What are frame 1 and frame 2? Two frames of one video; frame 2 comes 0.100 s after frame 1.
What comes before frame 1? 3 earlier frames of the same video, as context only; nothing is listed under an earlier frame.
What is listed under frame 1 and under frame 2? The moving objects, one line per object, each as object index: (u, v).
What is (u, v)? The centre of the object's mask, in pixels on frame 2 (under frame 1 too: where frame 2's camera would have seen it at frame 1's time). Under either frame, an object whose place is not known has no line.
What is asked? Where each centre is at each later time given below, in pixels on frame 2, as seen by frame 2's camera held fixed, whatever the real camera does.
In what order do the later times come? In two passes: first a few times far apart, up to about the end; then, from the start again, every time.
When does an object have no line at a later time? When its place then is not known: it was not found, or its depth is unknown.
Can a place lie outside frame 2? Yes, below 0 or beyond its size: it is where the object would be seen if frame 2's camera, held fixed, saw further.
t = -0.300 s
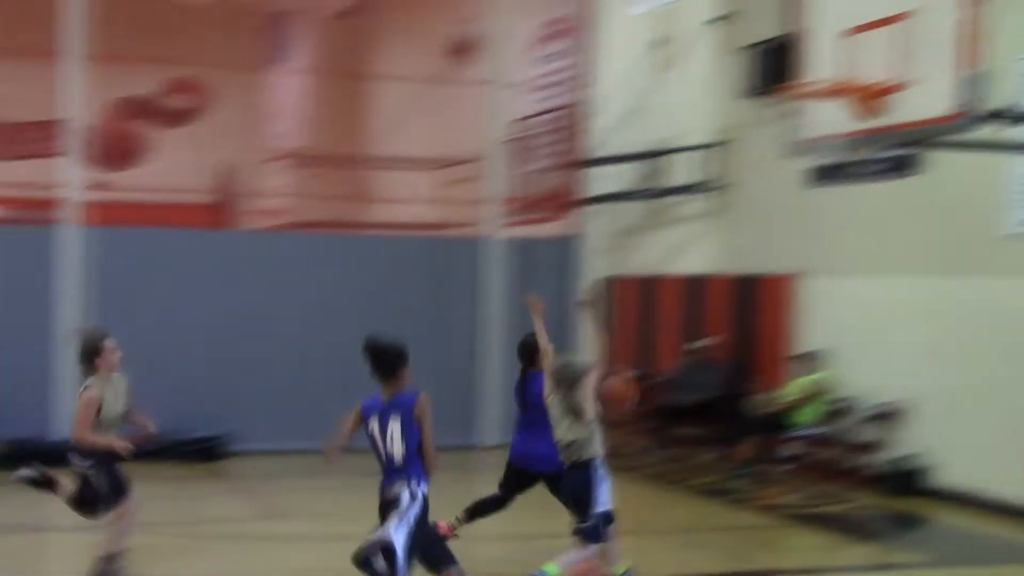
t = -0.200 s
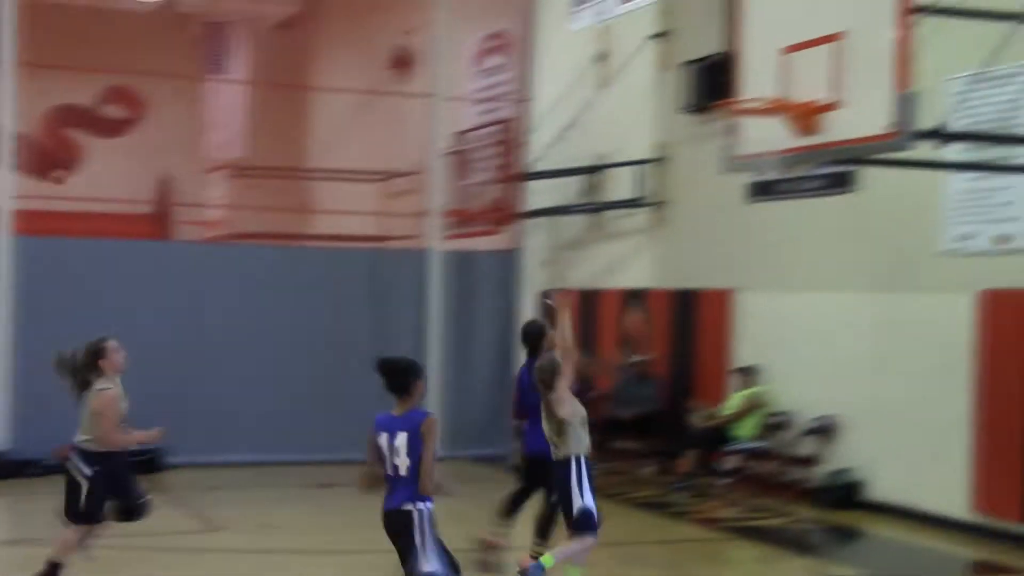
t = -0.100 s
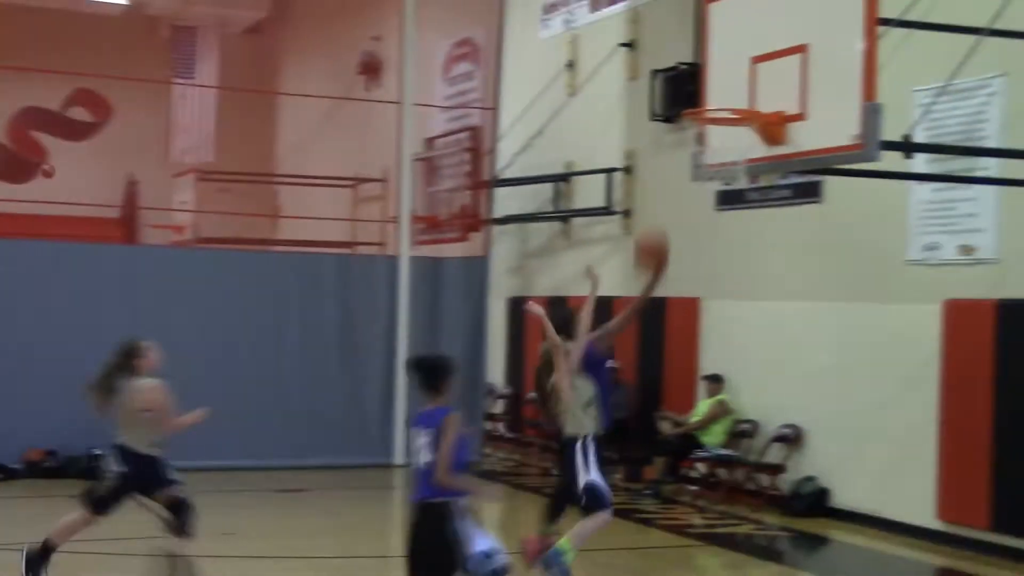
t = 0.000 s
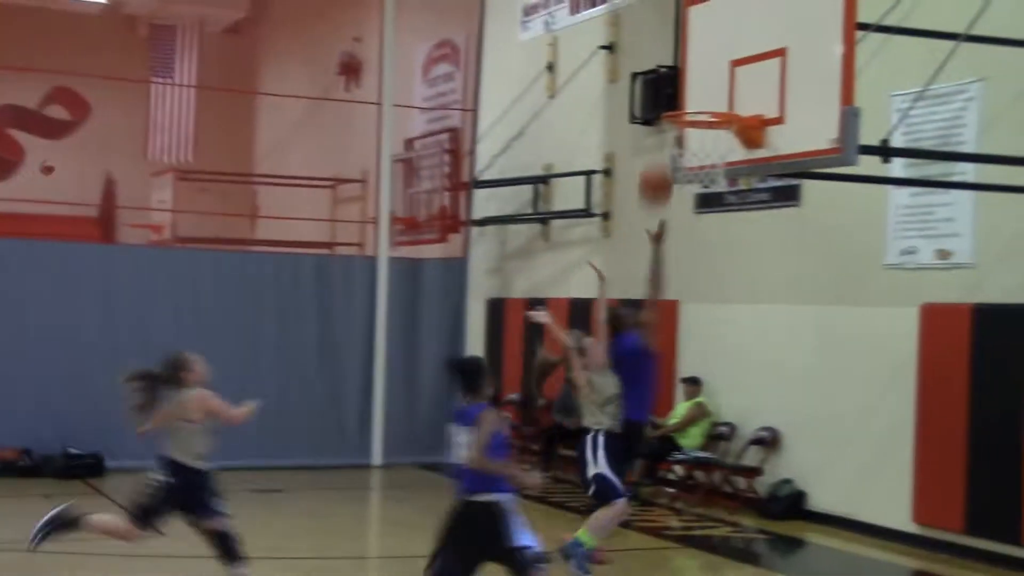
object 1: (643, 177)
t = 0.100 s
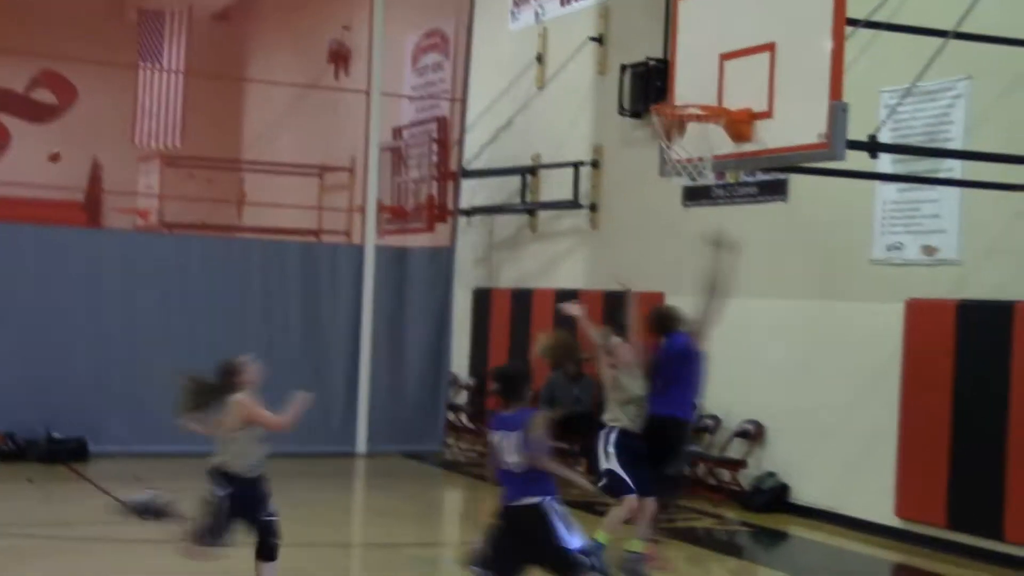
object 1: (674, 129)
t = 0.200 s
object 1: (697, 82)
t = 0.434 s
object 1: (681, 59)
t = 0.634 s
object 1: (671, 91)
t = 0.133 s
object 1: (686, 97)
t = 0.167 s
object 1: (689, 91)
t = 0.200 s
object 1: (697, 82)
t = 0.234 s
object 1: (696, 74)
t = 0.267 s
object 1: (694, 67)
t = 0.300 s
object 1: (691, 62)
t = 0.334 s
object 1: (689, 59)
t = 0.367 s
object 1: (686, 58)
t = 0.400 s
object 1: (684, 57)
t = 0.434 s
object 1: (681, 59)
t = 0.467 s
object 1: (679, 62)
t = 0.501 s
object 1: (675, 67)
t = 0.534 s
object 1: (672, 74)
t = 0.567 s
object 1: (668, 83)
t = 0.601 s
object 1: (665, 91)
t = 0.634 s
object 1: (671, 91)
